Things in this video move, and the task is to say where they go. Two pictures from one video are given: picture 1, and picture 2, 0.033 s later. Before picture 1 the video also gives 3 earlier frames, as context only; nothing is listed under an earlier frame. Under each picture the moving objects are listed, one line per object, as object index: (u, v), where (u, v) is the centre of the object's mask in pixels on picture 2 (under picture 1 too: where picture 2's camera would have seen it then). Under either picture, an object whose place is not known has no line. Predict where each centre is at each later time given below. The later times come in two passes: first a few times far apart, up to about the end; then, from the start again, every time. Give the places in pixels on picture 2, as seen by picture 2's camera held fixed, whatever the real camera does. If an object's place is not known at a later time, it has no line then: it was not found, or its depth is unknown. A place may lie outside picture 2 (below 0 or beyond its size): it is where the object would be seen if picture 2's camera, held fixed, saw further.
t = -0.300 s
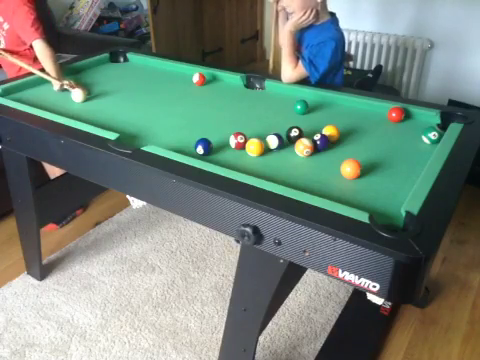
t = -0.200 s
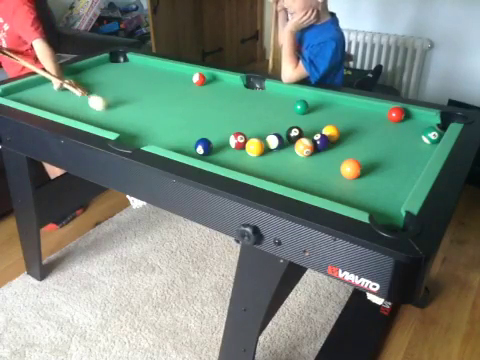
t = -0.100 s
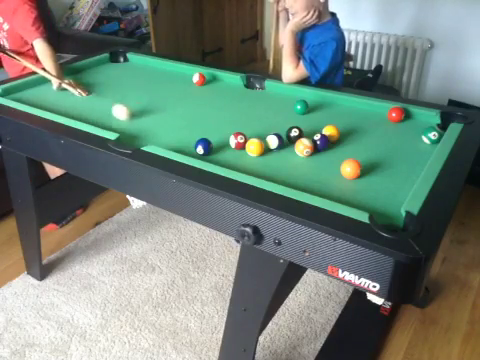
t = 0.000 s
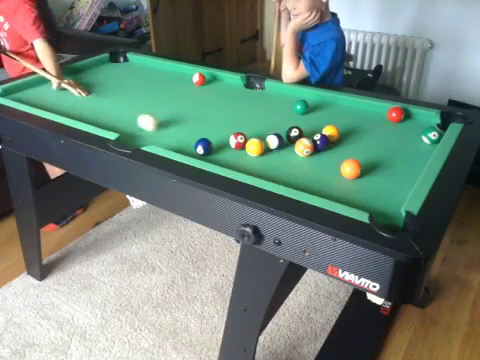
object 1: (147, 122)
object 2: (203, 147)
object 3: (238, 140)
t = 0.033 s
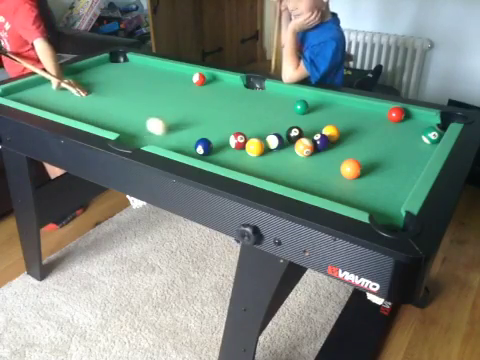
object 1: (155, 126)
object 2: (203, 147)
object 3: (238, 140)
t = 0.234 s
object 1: (202, 139)
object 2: (221, 158)
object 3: (238, 140)
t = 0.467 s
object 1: (222, 143)
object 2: (274, 176)
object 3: (245, 138)
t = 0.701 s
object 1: (230, 146)
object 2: (335, 191)
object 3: (258, 135)
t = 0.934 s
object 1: (235, 148)
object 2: (389, 200)
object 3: (262, 133)
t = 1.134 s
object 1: (237, 148)
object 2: (369, 189)
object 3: (265, 132)
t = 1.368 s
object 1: (237, 148)
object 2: (350, 179)
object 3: (267, 131)
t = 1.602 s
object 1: (237, 148)
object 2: (337, 176)
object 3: (268, 131)
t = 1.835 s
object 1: (237, 149)
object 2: (328, 174)
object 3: (268, 131)
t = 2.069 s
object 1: (236, 149)
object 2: (323, 173)
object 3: (268, 131)
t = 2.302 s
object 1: (237, 148)
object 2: (322, 172)
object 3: (268, 131)
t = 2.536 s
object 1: (237, 148)
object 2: (322, 172)
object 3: (268, 131)
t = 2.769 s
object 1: (237, 148)
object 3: (268, 131)
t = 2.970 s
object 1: (236, 149)
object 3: (268, 131)
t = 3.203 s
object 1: (237, 148)
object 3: (268, 131)
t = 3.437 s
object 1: (236, 149)
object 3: (268, 131)
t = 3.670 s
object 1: (236, 149)
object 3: (268, 131)
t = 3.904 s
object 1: (237, 149)
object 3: (268, 131)
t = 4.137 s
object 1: (236, 149)
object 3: (268, 131)
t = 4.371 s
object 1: (237, 148)
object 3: (268, 131)
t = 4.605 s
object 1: (236, 149)
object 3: (268, 131)
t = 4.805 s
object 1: (236, 148)
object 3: (268, 131)
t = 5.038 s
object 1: (236, 148)
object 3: (268, 131)
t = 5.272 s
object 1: (237, 148)
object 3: (268, 131)
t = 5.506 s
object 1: (237, 148)
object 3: (268, 131)
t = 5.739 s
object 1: (237, 148)
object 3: (268, 131)
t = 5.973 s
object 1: (237, 149)
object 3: (268, 131)
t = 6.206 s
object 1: (236, 149)
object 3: (268, 131)
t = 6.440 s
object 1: (236, 148)
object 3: (268, 131)
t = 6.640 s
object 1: (236, 148)
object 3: (268, 131)
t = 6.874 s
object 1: (236, 148)
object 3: (268, 131)
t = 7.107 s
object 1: (236, 148)
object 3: (268, 131)
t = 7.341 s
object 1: (236, 148)
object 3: (268, 131)
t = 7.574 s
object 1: (236, 148)
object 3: (268, 131)
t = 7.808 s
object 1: (236, 149)
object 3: (268, 131)
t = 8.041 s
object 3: (269, 131)
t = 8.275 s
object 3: (268, 131)
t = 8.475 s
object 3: (268, 131)
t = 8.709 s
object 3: (268, 131)
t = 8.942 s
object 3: (268, 131)
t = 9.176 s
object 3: (268, 131)
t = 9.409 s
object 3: (268, 131)
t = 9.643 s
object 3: (268, 131)
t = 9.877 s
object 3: (268, 131)
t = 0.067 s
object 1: (165, 130)
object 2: (204, 147)
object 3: (238, 140)
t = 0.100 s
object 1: (175, 133)
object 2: (203, 146)
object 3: (238, 140)
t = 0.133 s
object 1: (185, 137)
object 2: (203, 147)
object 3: (238, 140)
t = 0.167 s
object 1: (193, 139)
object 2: (206, 150)
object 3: (238, 140)
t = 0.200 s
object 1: (197, 139)
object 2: (213, 153)
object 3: (238, 140)
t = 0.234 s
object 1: (202, 139)
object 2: (221, 158)
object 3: (238, 140)
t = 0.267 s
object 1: (206, 140)
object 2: (229, 162)
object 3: (238, 140)
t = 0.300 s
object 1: (211, 140)
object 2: (235, 165)
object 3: (238, 140)
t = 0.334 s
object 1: (215, 141)
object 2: (240, 167)
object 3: (238, 140)
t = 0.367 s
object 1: (220, 141)
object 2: (248, 170)
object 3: (239, 140)
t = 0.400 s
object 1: (221, 142)
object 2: (257, 171)
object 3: (241, 139)
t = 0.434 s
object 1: (221, 143)
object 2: (266, 174)
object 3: (244, 138)
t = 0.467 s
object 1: (222, 143)
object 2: (274, 176)
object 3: (245, 138)
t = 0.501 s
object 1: (224, 144)
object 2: (282, 177)
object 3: (247, 137)
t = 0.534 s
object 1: (225, 144)
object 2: (290, 180)
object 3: (249, 137)
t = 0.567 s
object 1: (226, 145)
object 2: (298, 182)
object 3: (251, 137)
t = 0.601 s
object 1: (227, 145)
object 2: (307, 184)
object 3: (253, 136)
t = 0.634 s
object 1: (228, 145)
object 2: (316, 186)
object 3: (254, 136)
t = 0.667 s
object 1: (229, 146)
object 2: (326, 188)
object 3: (256, 135)
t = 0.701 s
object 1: (230, 146)
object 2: (335, 191)
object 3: (258, 135)
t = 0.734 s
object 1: (230, 147)
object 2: (344, 193)
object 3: (259, 135)
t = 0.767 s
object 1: (231, 147)
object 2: (352, 195)
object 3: (259, 135)
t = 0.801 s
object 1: (232, 147)
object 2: (362, 196)
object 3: (260, 134)
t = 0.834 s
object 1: (233, 147)
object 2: (371, 198)
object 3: (261, 134)
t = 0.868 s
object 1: (233, 147)
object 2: (380, 200)
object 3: (262, 134)
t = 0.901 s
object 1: (234, 148)
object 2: (391, 201)
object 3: (262, 134)
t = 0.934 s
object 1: (235, 148)
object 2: (389, 200)
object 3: (262, 133)
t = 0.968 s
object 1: (235, 148)
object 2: (386, 198)
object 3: (263, 133)
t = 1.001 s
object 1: (235, 148)
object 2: (382, 196)
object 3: (263, 133)
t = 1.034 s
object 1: (236, 148)
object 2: (378, 194)
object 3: (264, 132)
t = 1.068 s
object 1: (236, 148)
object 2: (375, 192)
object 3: (264, 132)
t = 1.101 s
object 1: (236, 148)
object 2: (372, 191)
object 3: (265, 132)
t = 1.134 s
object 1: (237, 148)
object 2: (369, 189)
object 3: (265, 132)
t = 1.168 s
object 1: (236, 149)
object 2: (366, 187)
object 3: (266, 132)
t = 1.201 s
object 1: (237, 148)
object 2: (362, 186)
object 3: (266, 131)
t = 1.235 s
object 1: (237, 149)
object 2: (360, 184)
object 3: (266, 131)
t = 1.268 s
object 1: (237, 149)
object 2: (357, 183)
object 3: (267, 131)
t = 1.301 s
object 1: (237, 149)
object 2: (354, 182)
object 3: (267, 131)
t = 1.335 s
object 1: (237, 148)
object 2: (352, 180)
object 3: (267, 131)
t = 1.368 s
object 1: (237, 148)
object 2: (350, 179)
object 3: (267, 131)
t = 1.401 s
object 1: (237, 148)
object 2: (348, 178)
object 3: (268, 131)
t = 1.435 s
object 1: (237, 148)
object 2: (346, 178)
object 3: (268, 131)
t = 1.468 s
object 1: (237, 148)
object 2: (344, 177)
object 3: (268, 131)
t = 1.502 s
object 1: (237, 148)
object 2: (343, 177)
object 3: (268, 131)
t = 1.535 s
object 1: (237, 148)
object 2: (340, 177)
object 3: (268, 131)
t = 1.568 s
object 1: (237, 149)
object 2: (339, 176)
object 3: (268, 131)
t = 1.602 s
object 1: (237, 148)
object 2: (337, 176)
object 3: (268, 131)
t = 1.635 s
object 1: (237, 148)
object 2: (335, 176)
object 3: (268, 131)
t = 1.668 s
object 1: (237, 149)
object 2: (333, 175)
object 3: (268, 131)
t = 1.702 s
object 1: (237, 148)
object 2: (332, 175)
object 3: (268, 131)
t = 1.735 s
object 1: (237, 148)
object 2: (331, 175)
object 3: (268, 131)
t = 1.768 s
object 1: (237, 148)
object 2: (330, 174)
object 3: (268, 131)
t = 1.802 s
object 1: (237, 148)
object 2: (329, 174)
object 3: (268, 131)
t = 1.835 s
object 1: (237, 149)
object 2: (328, 174)
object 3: (268, 131)
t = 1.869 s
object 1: (237, 148)
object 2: (327, 174)
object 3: (268, 131)
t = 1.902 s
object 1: (237, 148)
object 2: (326, 173)
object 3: (268, 131)
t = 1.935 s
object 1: (237, 148)
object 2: (325, 173)
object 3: (268, 131)
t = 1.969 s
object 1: (237, 149)
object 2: (324, 173)
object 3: (268, 131)
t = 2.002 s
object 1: (237, 149)
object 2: (324, 173)
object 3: (268, 131)
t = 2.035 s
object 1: (237, 148)
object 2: (323, 173)
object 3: (268, 131)
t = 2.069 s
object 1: (236, 149)
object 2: (323, 173)
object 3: (268, 131)
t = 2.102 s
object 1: (236, 149)
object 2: (323, 173)
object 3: (268, 131)
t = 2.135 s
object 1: (237, 148)
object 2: (323, 172)
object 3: (268, 131)
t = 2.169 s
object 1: (237, 148)
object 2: (322, 172)
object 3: (268, 131)
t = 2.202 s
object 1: (237, 148)
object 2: (322, 172)
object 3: (268, 131)
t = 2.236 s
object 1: (237, 148)
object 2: (322, 172)
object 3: (268, 131)
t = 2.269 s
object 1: (237, 149)
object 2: (322, 172)
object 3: (268, 131)
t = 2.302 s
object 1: (237, 148)
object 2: (322, 172)
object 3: (268, 131)
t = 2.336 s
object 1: (237, 148)
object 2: (322, 172)
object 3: (268, 131)
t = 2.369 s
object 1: (237, 148)
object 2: (322, 172)
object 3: (268, 131)
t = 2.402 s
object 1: (237, 148)
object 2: (322, 172)
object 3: (268, 131)
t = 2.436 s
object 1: (237, 148)
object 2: (322, 172)
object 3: (268, 131)
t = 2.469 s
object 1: (237, 148)
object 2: (322, 172)
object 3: (268, 131)
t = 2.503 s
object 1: (237, 148)
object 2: (322, 172)
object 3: (268, 131)
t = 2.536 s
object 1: (237, 148)
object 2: (322, 172)
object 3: (268, 131)
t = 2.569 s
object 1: (236, 148)
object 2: (322, 172)
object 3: (268, 131)
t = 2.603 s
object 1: (237, 148)
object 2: (322, 172)
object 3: (268, 131)
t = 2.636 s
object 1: (237, 148)
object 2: (322, 172)
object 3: (268, 131)
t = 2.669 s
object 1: (236, 148)
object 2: (322, 172)
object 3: (268, 131)
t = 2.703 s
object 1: (237, 148)
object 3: (268, 131)
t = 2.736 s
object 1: (236, 148)
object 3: (268, 131)
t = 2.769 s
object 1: (237, 148)
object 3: (268, 131)
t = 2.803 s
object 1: (237, 148)
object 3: (268, 131)
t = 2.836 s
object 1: (236, 149)
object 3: (268, 131)
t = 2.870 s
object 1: (236, 149)
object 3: (268, 131)
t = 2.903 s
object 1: (236, 148)
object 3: (268, 131)
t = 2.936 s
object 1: (237, 148)
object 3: (268, 131)
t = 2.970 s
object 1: (236, 149)
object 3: (268, 131)
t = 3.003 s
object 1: (237, 149)
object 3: (268, 131)
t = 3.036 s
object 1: (237, 148)
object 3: (268, 131)
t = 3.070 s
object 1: (237, 149)
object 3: (268, 131)
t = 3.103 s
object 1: (237, 148)
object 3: (268, 131)
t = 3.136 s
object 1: (237, 148)
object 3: (268, 131)
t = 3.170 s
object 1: (237, 148)
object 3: (268, 131)
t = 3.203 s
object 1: (237, 148)
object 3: (268, 131)
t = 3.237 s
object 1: (237, 148)
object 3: (268, 131)
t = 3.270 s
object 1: (237, 148)
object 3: (268, 131)
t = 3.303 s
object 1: (237, 148)
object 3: (268, 131)
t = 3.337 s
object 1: (236, 148)
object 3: (268, 131)
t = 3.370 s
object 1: (236, 149)
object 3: (268, 131)
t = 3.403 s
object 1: (236, 149)
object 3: (268, 131)
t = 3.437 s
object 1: (236, 149)
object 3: (268, 131)
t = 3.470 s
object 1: (236, 149)
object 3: (268, 131)
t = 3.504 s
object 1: (236, 149)
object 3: (268, 131)
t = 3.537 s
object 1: (237, 148)
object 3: (268, 131)
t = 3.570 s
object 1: (236, 149)
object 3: (268, 131)
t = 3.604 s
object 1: (236, 149)
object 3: (268, 131)
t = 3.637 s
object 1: (236, 148)
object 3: (268, 131)
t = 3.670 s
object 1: (236, 149)
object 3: (268, 131)
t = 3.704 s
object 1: (236, 149)
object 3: (268, 131)
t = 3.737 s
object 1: (236, 149)
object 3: (268, 131)
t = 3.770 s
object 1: (236, 149)
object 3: (268, 131)
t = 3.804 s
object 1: (236, 149)
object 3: (268, 131)
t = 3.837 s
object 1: (237, 149)
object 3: (268, 131)
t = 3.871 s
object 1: (237, 149)
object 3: (268, 131)
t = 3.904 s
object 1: (237, 149)
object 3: (268, 131)
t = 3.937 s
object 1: (236, 149)
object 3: (268, 131)
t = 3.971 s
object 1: (236, 149)
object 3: (268, 131)
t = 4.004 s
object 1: (236, 149)
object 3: (268, 131)
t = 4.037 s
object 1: (236, 149)
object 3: (268, 131)
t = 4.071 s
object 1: (236, 149)
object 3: (268, 131)
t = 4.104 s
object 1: (237, 149)
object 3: (268, 131)
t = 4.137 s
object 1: (236, 149)
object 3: (268, 131)
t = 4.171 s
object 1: (236, 149)
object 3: (268, 131)
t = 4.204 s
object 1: (236, 149)
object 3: (268, 131)
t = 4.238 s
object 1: (236, 149)
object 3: (268, 131)
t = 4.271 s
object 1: (236, 149)
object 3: (268, 131)
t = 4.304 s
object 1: (236, 148)
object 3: (268, 131)
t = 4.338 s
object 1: (236, 149)
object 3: (268, 131)
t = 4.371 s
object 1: (237, 148)
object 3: (268, 131)
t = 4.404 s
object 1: (237, 149)
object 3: (268, 131)
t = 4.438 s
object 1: (237, 148)
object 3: (268, 131)
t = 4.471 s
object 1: (236, 149)
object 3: (268, 131)
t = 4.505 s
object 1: (237, 149)
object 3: (268, 131)
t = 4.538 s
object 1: (237, 149)
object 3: (268, 131)
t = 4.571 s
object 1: (237, 148)
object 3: (268, 131)
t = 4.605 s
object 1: (236, 149)
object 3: (268, 131)
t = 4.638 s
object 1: (237, 149)
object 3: (268, 131)
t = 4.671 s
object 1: (236, 148)
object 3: (268, 131)
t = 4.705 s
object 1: (236, 149)
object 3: (268, 131)
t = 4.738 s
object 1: (236, 148)
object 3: (268, 131)
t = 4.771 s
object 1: (236, 148)
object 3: (268, 131)
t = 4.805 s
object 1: (236, 148)
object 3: (268, 131)
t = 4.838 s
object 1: (236, 148)
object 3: (268, 131)
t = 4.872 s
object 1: (236, 148)
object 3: (268, 131)
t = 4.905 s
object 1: (236, 148)
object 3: (268, 131)
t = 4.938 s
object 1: (236, 148)
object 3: (268, 131)
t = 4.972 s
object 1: (236, 148)
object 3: (268, 131)
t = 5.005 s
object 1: (236, 148)
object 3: (268, 131)
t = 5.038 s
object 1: (236, 148)
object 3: (268, 131)
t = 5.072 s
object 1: (236, 148)
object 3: (268, 131)
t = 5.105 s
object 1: (236, 148)
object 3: (268, 131)
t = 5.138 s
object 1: (236, 148)
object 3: (268, 131)
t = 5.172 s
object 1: (236, 148)
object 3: (268, 131)
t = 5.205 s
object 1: (237, 148)
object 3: (268, 131)
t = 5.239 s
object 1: (237, 148)
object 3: (268, 131)
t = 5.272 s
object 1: (237, 148)
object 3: (268, 131)
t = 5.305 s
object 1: (237, 148)
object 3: (268, 131)
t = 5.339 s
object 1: (237, 148)
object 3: (268, 131)
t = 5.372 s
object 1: (237, 148)
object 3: (268, 131)
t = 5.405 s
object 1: (237, 147)
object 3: (268, 131)
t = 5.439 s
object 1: (237, 148)
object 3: (268, 131)
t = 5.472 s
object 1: (237, 148)
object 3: (268, 131)
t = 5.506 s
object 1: (237, 148)
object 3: (268, 131)
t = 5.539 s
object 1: (237, 148)
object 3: (268, 131)
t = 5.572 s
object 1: (237, 148)
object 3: (268, 131)
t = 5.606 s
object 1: (237, 148)
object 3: (268, 131)
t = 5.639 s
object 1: (237, 148)
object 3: (268, 131)
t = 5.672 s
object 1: (237, 148)
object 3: (268, 131)
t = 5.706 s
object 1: (236, 148)
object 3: (268, 131)
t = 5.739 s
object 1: (237, 148)
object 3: (268, 131)
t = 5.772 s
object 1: (236, 149)
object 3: (268, 131)
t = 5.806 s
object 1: (237, 149)
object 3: (268, 131)
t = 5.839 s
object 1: (236, 149)
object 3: (268, 131)
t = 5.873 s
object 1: (236, 149)
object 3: (268, 131)
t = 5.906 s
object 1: (236, 149)
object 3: (268, 131)
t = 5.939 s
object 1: (237, 149)
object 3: (268, 131)
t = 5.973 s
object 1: (237, 149)
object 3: (268, 131)
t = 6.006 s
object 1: (237, 149)
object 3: (268, 131)
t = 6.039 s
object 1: (237, 149)
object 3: (268, 131)
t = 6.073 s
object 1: (236, 149)
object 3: (268, 131)
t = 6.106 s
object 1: (236, 149)
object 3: (268, 131)
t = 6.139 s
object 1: (236, 149)
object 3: (268, 131)
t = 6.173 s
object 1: (236, 149)
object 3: (268, 131)
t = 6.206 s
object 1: (236, 149)
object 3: (268, 131)
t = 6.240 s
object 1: (236, 149)
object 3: (268, 131)
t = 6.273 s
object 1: (236, 148)
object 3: (268, 131)
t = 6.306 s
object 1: (236, 148)
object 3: (268, 131)
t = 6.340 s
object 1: (236, 148)
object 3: (268, 131)
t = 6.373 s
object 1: (236, 148)
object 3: (268, 131)
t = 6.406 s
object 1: (236, 148)
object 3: (268, 131)
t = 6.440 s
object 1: (236, 148)
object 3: (268, 131)
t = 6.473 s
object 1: (237, 148)
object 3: (268, 131)
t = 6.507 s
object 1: (236, 148)
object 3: (268, 131)
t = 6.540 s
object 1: (237, 148)
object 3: (268, 131)
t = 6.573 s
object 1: (237, 148)
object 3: (268, 131)
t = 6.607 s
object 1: (236, 148)
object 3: (268, 131)
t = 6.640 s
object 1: (236, 148)
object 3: (268, 131)
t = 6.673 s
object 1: (237, 148)
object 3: (268, 131)
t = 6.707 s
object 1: (236, 148)
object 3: (268, 131)
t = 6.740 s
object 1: (236, 148)
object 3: (268, 131)
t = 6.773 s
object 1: (236, 148)
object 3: (268, 131)
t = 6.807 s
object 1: (236, 148)
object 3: (268, 131)
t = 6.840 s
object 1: (236, 148)
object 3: (268, 131)
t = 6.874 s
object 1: (236, 148)
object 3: (268, 131)
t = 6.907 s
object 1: (236, 148)
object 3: (268, 131)
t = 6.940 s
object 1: (236, 148)
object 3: (268, 131)
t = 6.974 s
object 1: (237, 148)
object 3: (268, 131)
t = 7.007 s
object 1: (236, 149)
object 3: (268, 131)
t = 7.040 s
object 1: (236, 148)
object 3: (268, 131)
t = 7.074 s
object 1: (236, 148)
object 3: (268, 131)
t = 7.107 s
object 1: (236, 148)
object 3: (268, 131)
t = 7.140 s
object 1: (236, 148)
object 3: (268, 131)
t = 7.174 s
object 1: (236, 148)
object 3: (268, 131)
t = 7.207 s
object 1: (237, 148)
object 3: (268, 131)
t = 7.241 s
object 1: (237, 148)
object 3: (268, 131)
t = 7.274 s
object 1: (237, 148)
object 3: (268, 131)
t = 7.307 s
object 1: (236, 148)
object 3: (268, 131)
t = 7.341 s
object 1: (236, 148)
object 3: (268, 131)
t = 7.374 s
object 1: (236, 148)
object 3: (268, 131)
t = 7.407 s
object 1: (236, 148)
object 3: (268, 131)
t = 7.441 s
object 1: (236, 148)
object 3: (268, 131)
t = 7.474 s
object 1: (236, 149)
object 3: (268, 131)
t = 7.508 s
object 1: (236, 148)
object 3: (268, 131)
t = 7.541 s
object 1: (236, 149)
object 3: (268, 131)
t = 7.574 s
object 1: (236, 148)
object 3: (268, 131)
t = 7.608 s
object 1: (236, 149)
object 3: (268, 131)
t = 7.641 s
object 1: (236, 149)
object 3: (268, 131)
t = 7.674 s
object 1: (236, 149)
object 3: (268, 131)
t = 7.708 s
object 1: (236, 149)
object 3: (268, 131)
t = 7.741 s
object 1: (236, 149)
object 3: (268, 131)
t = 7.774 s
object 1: (236, 149)
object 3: (268, 131)
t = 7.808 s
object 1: (236, 149)
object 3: (268, 131)
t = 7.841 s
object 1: (236, 149)
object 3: (268, 131)
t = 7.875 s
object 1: (236, 149)
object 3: (268, 131)
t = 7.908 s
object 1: (236, 148)
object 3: (268, 131)
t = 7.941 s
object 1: (236, 149)
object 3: (268, 131)
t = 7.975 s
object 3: (268, 131)
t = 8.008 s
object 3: (268, 131)
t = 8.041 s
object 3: (269, 131)
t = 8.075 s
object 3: (269, 131)
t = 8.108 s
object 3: (268, 131)
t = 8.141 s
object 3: (269, 131)
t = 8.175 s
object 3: (268, 131)
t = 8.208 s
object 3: (268, 131)
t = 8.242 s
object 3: (268, 131)
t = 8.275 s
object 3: (268, 131)
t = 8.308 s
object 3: (268, 131)
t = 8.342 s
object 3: (268, 131)
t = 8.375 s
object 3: (268, 131)
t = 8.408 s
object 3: (268, 131)
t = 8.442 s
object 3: (268, 131)
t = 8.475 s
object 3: (268, 131)
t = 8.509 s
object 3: (268, 131)
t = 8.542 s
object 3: (268, 131)
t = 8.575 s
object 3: (268, 131)
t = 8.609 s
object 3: (268, 131)
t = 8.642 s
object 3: (268, 131)
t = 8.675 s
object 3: (268, 131)
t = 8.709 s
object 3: (268, 131)
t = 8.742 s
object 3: (268, 131)
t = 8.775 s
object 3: (268, 131)
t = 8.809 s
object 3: (268, 131)
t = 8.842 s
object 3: (268, 131)
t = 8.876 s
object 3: (268, 131)
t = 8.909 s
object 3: (268, 130)
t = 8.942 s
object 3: (268, 131)
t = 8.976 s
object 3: (268, 131)
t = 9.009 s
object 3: (268, 131)
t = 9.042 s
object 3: (268, 131)
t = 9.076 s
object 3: (268, 131)
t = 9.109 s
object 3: (268, 131)
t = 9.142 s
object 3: (268, 131)
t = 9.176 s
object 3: (268, 131)
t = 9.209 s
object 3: (268, 131)
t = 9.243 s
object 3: (268, 131)
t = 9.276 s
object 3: (268, 131)
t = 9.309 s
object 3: (268, 131)
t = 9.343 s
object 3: (268, 131)
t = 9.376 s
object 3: (268, 131)
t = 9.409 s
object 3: (268, 131)
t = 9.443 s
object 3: (268, 131)
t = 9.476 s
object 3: (268, 131)
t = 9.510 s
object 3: (268, 131)
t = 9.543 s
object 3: (268, 131)
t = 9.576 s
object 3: (268, 131)
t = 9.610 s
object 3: (268, 131)
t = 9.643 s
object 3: (268, 131)
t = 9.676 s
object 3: (268, 131)
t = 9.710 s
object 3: (268, 131)
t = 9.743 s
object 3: (268, 131)
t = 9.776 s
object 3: (268, 131)
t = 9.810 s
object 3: (268, 131)
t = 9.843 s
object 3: (268, 131)
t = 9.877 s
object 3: (268, 131)
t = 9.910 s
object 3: (268, 131)
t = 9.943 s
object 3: (268, 131)
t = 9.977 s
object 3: (268, 131)
